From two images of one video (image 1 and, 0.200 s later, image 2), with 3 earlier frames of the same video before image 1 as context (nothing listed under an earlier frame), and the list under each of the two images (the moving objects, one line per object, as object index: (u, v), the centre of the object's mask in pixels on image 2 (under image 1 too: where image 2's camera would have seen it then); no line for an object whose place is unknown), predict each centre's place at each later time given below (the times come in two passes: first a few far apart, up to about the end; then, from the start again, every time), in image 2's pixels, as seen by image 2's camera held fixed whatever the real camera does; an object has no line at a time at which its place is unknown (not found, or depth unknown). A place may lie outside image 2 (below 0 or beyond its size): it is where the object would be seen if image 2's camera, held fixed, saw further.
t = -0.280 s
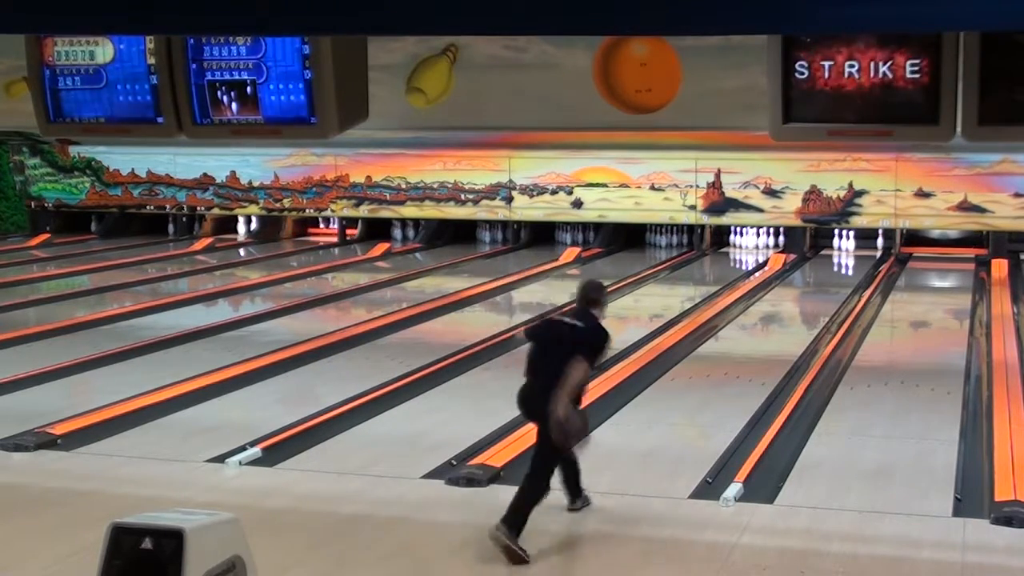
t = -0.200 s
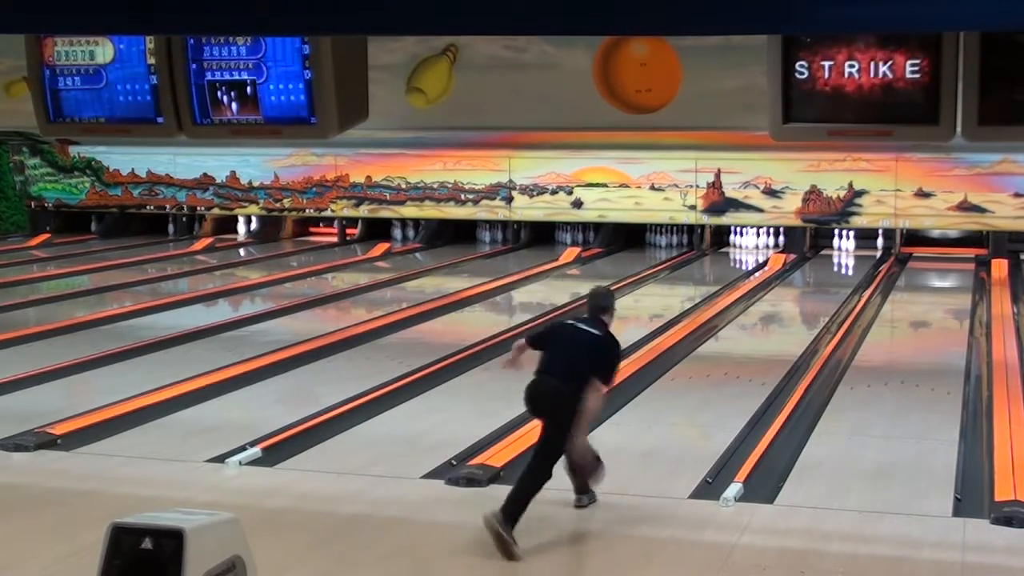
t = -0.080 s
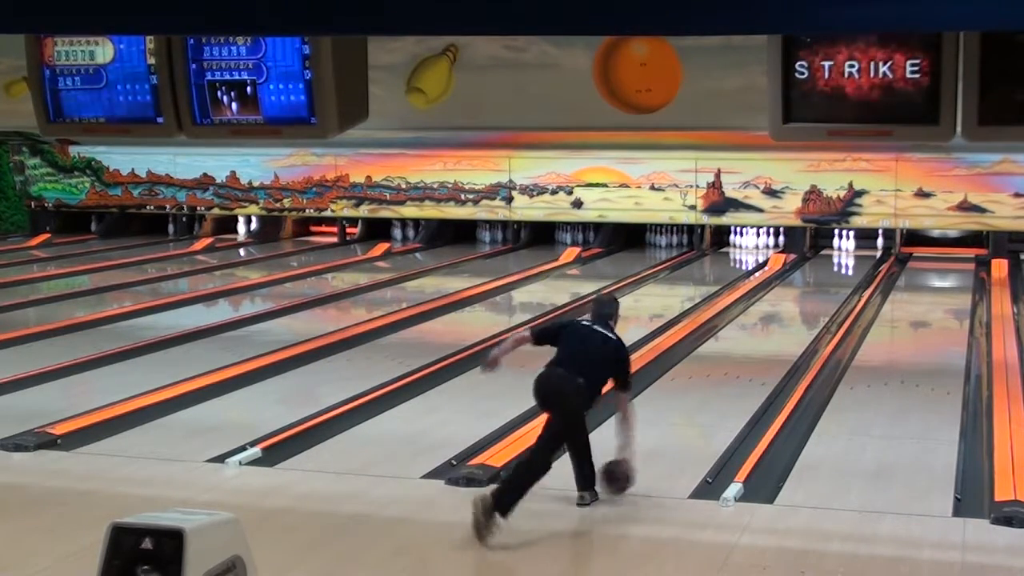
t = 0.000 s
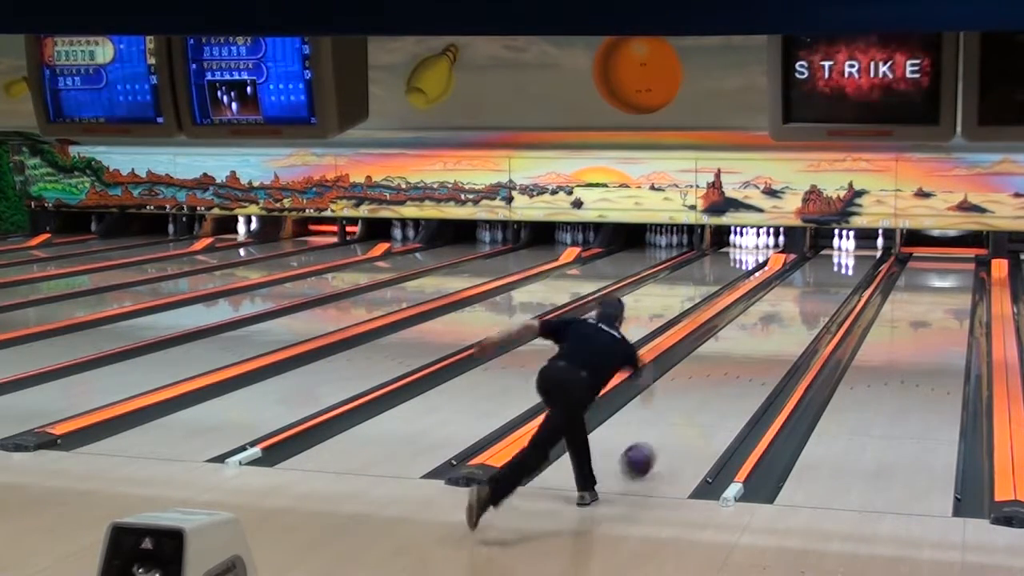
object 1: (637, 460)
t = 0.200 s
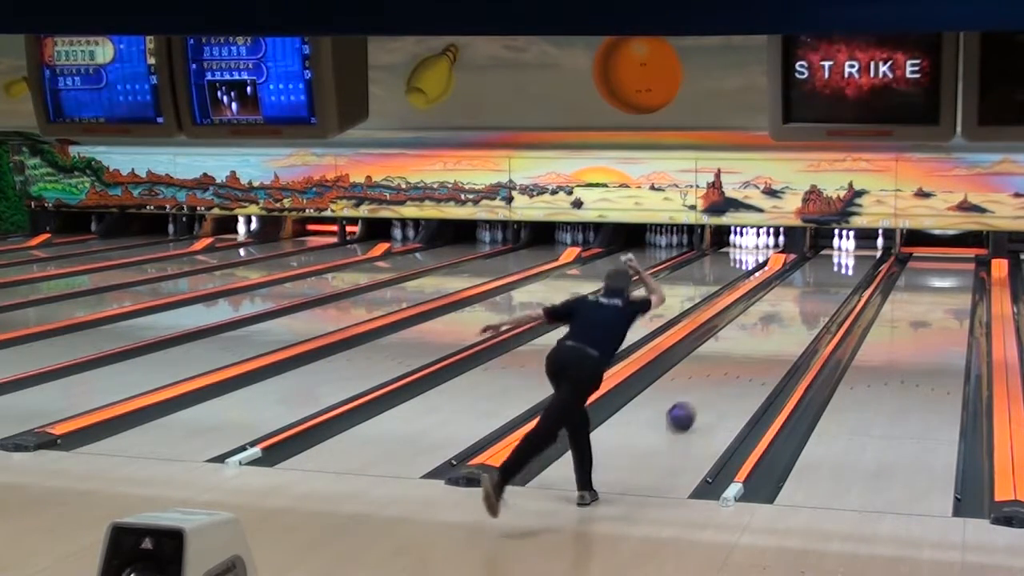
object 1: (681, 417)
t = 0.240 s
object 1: (688, 410)
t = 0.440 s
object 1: (719, 378)
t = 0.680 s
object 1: (748, 349)
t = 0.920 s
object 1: (772, 325)
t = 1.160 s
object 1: (790, 306)
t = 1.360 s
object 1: (802, 293)
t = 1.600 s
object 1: (815, 279)
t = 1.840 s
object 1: (825, 268)
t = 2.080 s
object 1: (833, 258)
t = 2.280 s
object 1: (838, 251)
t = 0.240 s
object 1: (688, 410)
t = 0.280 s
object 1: (695, 403)
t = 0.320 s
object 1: (701, 396)
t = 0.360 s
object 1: (708, 390)
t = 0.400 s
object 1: (714, 384)
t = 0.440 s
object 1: (719, 378)
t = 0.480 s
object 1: (725, 372)
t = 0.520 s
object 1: (730, 368)
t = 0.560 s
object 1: (735, 362)
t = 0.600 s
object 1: (740, 358)
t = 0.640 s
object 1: (744, 353)
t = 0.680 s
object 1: (748, 349)
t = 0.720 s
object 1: (753, 344)
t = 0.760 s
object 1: (757, 340)
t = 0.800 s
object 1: (761, 336)
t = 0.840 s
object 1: (765, 332)
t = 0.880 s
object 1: (768, 328)
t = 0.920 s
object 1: (772, 325)
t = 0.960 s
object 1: (775, 321)
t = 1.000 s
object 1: (778, 318)
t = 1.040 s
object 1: (781, 315)
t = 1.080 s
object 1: (784, 312)
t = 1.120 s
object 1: (787, 309)
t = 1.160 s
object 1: (790, 306)
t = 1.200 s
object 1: (793, 303)
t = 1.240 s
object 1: (796, 300)
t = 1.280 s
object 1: (798, 298)
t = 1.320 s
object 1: (800, 295)
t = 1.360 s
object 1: (802, 293)
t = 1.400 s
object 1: (805, 290)
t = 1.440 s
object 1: (807, 288)
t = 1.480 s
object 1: (809, 285)
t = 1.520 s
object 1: (811, 283)
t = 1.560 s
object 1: (814, 281)
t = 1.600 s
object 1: (815, 279)
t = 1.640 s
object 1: (817, 277)
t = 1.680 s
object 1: (819, 275)
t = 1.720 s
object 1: (821, 274)
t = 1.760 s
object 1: (822, 271)
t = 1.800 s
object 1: (824, 270)
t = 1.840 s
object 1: (825, 268)
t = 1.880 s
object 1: (827, 266)
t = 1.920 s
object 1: (828, 264)
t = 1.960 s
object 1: (829, 262)
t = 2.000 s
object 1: (832, 261)
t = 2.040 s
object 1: (833, 260)
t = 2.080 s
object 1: (833, 258)
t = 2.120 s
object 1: (835, 257)
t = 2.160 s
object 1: (836, 255)
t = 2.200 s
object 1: (837, 254)
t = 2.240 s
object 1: (838, 252)
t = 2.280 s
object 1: (838, 251)
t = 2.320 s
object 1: (839, 250)
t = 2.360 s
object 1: (840, 249)
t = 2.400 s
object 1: (841, 248)
